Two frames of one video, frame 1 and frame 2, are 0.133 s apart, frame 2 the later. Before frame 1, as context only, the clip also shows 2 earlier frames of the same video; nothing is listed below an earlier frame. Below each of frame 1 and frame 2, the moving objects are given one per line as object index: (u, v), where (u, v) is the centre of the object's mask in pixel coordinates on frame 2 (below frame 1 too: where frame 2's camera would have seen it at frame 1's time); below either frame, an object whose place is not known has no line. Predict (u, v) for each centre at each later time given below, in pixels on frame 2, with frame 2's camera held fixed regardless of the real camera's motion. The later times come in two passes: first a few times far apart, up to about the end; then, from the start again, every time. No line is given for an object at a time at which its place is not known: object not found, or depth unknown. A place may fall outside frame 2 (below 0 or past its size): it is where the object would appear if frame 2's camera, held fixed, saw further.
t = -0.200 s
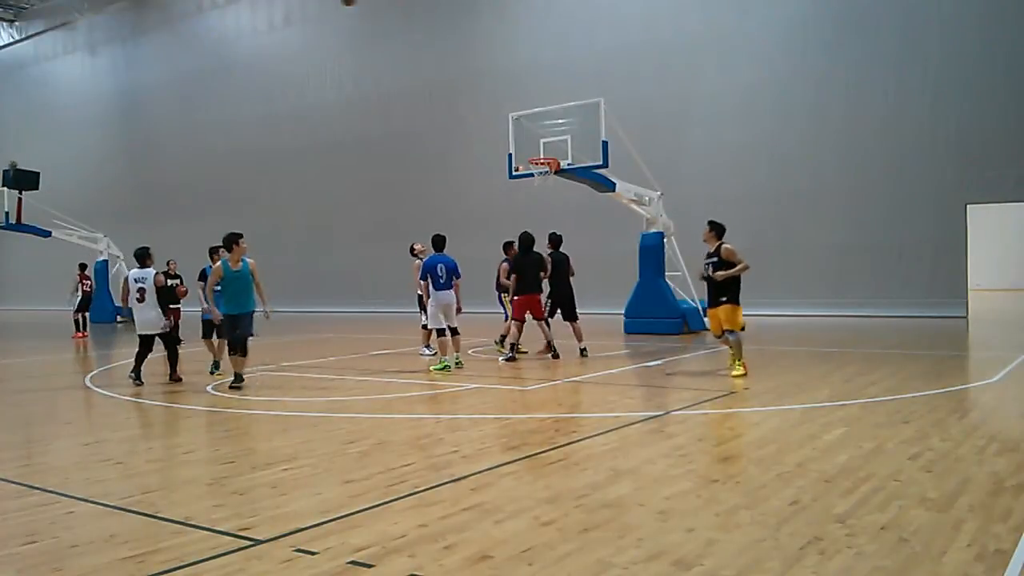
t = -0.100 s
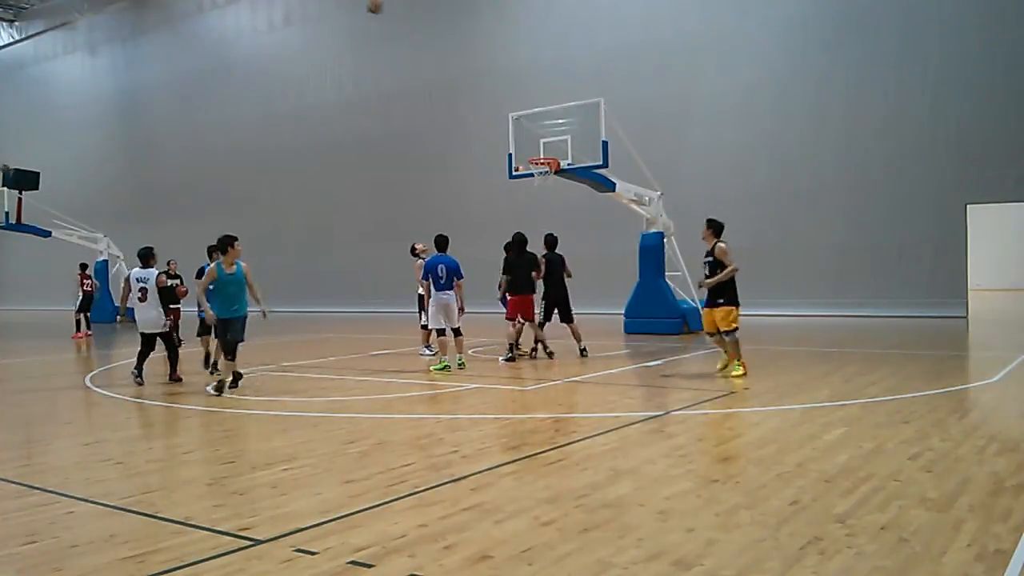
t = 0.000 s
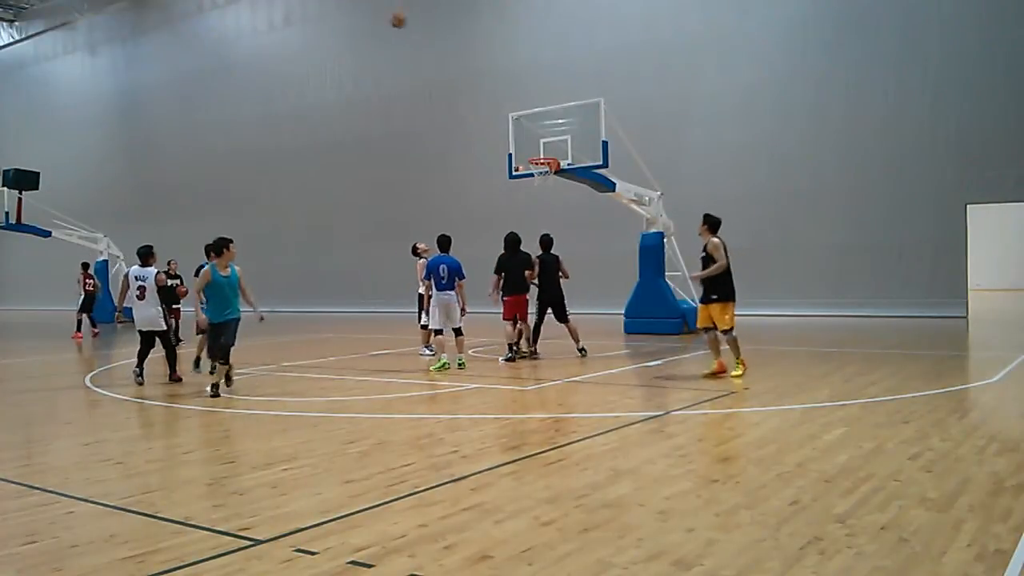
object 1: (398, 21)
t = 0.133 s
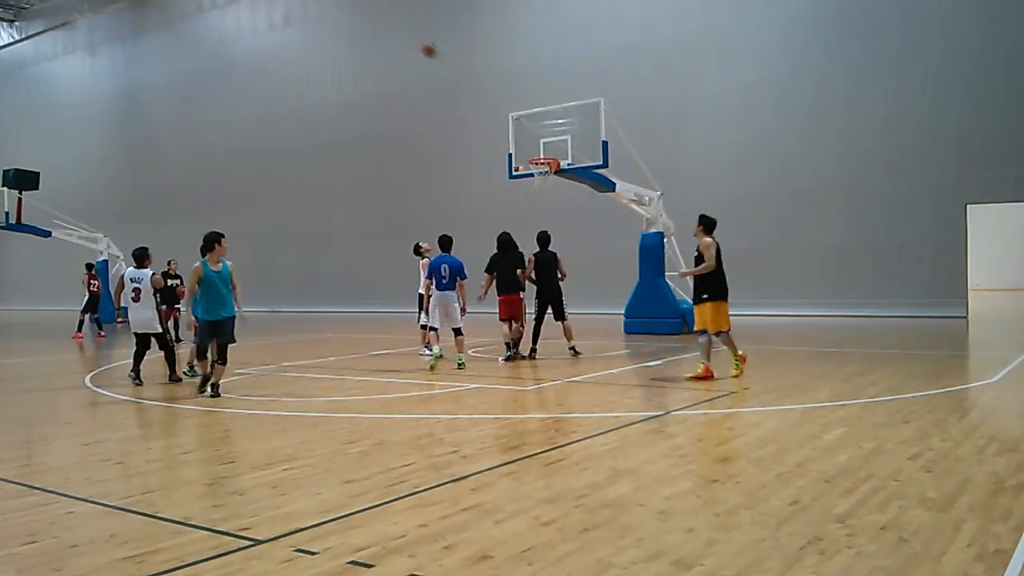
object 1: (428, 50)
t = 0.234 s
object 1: (452, 77)
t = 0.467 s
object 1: (500, 159)
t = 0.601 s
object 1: (527, 217)
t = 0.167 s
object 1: (436, 59)
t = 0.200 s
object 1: (444, 67)
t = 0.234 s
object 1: (452, 77)
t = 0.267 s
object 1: (459, 87)
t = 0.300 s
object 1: (466, 98)
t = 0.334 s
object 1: (473, 110)
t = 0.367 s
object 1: (479, 121)
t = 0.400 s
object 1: (486, 134)
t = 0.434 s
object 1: (493, 146)
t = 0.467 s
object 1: (500, 159)
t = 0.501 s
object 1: (505, 173)
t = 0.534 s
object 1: (513, 188)
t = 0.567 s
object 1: (520, 203)
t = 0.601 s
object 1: (527, 217)
